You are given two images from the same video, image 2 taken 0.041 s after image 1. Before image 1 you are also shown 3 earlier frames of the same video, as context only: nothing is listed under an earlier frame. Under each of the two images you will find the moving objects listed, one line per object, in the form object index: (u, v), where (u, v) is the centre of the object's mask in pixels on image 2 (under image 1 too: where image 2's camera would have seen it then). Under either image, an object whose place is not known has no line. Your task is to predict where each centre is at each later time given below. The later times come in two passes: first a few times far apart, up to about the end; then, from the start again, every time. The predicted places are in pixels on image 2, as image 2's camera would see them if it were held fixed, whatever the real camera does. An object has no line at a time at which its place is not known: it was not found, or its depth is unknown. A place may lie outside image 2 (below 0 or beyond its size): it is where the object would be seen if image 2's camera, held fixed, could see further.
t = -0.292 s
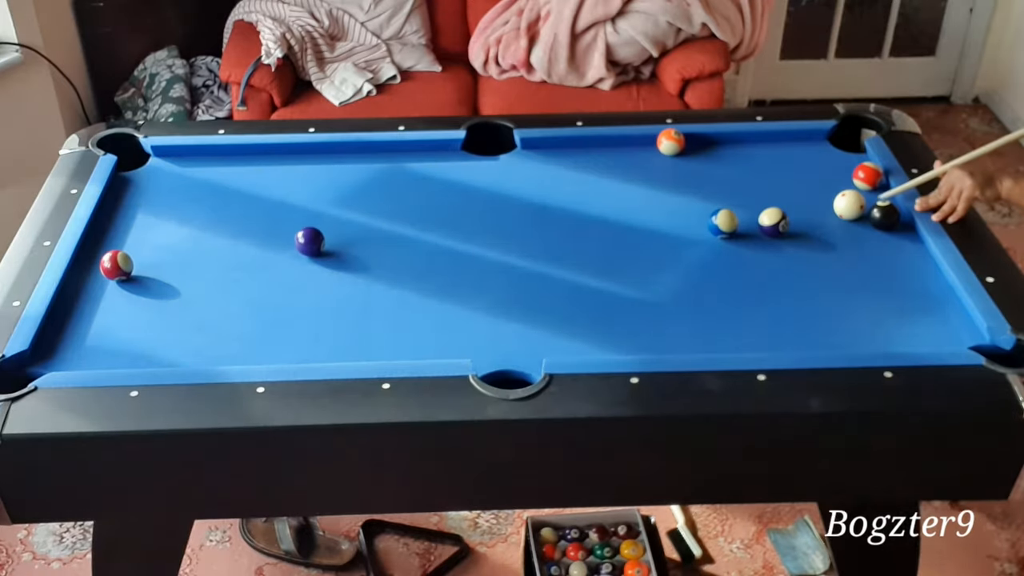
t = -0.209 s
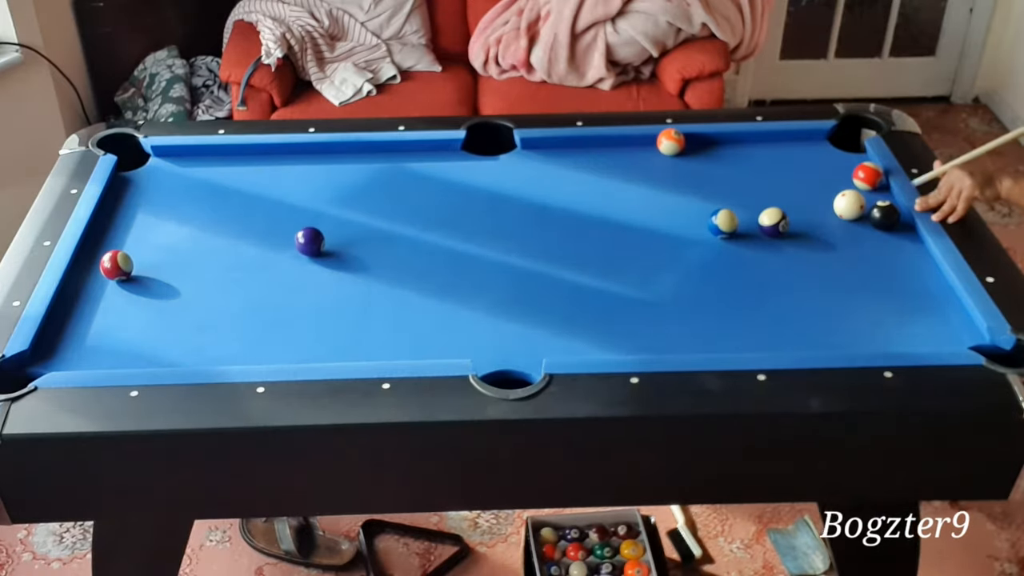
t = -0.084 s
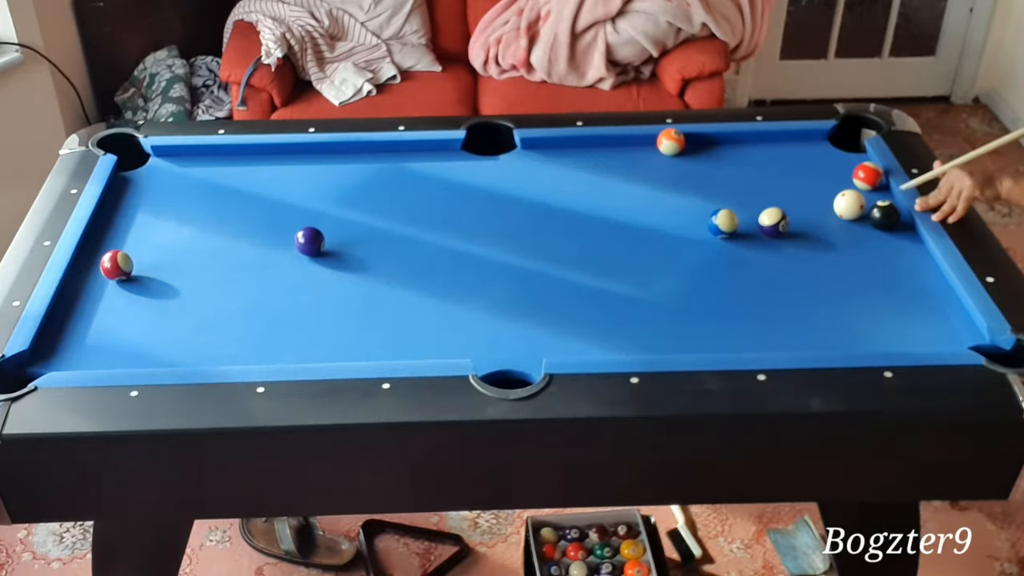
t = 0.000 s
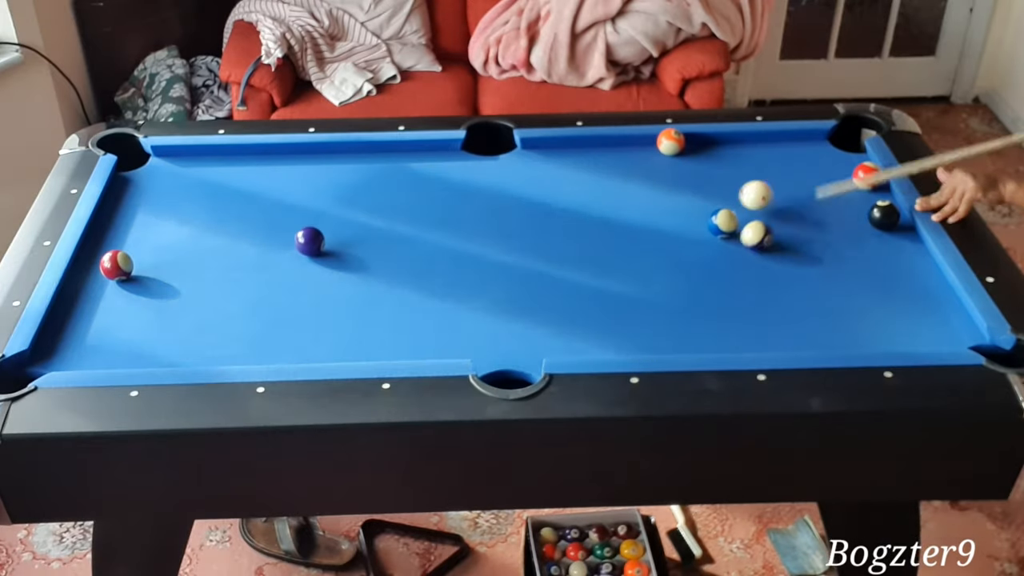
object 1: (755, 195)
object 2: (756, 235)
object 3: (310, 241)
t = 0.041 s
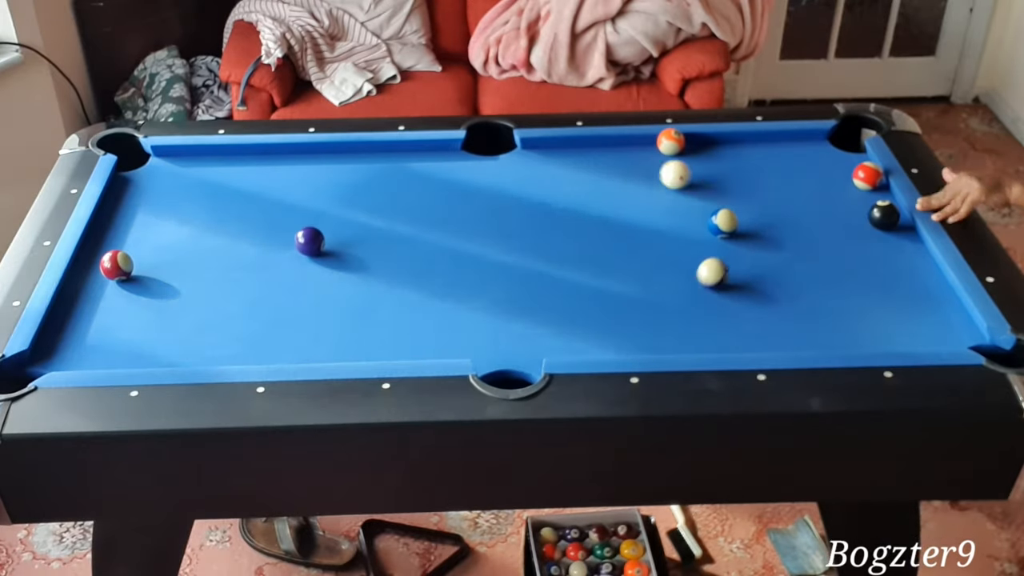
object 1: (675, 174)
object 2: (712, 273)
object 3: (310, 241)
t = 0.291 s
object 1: (554, 185)
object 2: (473, 295)
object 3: (310, 241)
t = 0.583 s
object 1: (491, 238)
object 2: (323, 241)
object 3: (259, 228)
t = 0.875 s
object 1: (443, 272)
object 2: (306, 226)
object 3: (162, 203)
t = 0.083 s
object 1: (619, 152)
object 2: (671, 309)
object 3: (310, 241)
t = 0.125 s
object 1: (595, 149)
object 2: (632, 340)
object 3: (310, 241)
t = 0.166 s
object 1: (585, 157)
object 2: (591, 335)
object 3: (310, 241)
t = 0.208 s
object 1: (574, 167)
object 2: (547, 320)
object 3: (310, 241)
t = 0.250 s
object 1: (564, 176)
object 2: (512, 308)
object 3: (310, 241)
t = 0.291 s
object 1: (554, 185)
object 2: (473, 295)
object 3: (310, 241)
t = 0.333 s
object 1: (544, 194)
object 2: (437, 283)
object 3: (310, 241)
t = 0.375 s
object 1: (535, 202)
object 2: (406, 273)
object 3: (310, 241)
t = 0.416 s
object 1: (525, 210)
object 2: (373, 261)
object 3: (310, 241)
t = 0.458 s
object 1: (517, 217)
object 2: (346, 252)
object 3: (310, 241)
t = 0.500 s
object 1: (509, 223)
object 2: (333, 247)
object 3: (297, 238)
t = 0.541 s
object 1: (500, 231)
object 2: (327, 244)
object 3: (277, 232)
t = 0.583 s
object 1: (491, 238)
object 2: (323, 241)
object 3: (259, 228)
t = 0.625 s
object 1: (484, 244)
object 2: (320, 238)
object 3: (244, 224)
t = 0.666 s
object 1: (476, 250)
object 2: (316, 235)
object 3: (227, 219)
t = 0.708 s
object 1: (469, 255)
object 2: (313, 233)
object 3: (214, 216)
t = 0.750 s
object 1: (462, 260)
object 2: (311, 231)
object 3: (201, 212)
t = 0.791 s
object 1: (455, 264)
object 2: (309, 229)
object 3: (187, 209)
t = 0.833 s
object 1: (449, 269)
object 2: (307, 227)
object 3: (174, 206)
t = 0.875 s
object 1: (443, 272)
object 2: (306, 226)
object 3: (162, 203)
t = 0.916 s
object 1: (438, 276)
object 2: (306, 226)
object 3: (150, 200)
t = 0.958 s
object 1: (433, 278)
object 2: (306, 226)
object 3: (141, 198)
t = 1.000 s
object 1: (429, 280)
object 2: (305, 225)
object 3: (130, 196)
